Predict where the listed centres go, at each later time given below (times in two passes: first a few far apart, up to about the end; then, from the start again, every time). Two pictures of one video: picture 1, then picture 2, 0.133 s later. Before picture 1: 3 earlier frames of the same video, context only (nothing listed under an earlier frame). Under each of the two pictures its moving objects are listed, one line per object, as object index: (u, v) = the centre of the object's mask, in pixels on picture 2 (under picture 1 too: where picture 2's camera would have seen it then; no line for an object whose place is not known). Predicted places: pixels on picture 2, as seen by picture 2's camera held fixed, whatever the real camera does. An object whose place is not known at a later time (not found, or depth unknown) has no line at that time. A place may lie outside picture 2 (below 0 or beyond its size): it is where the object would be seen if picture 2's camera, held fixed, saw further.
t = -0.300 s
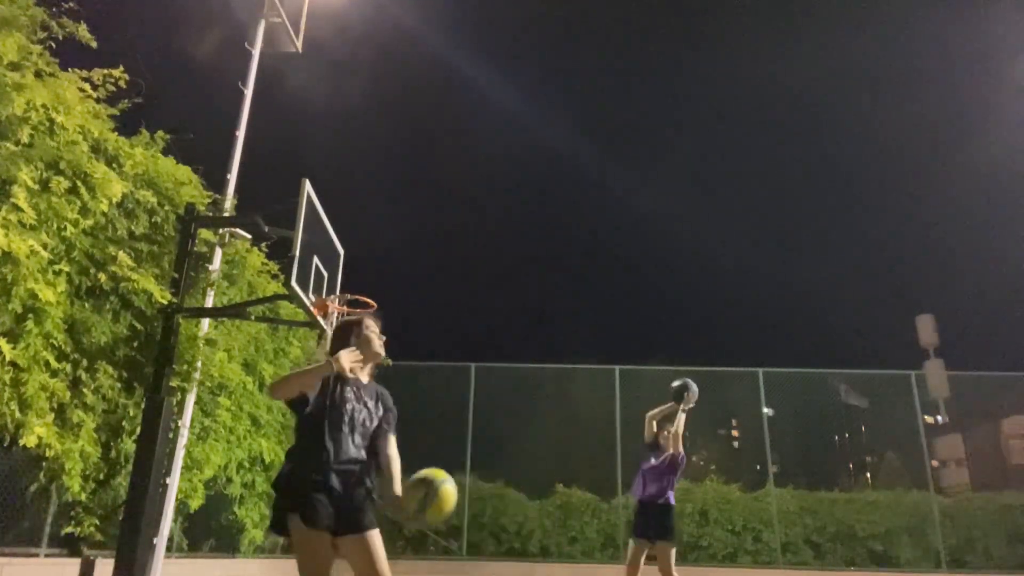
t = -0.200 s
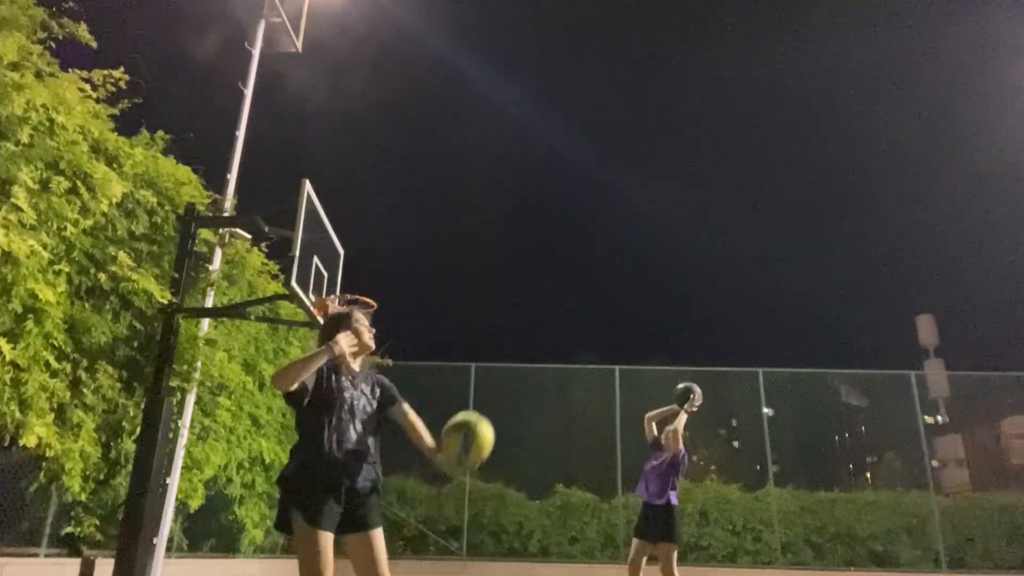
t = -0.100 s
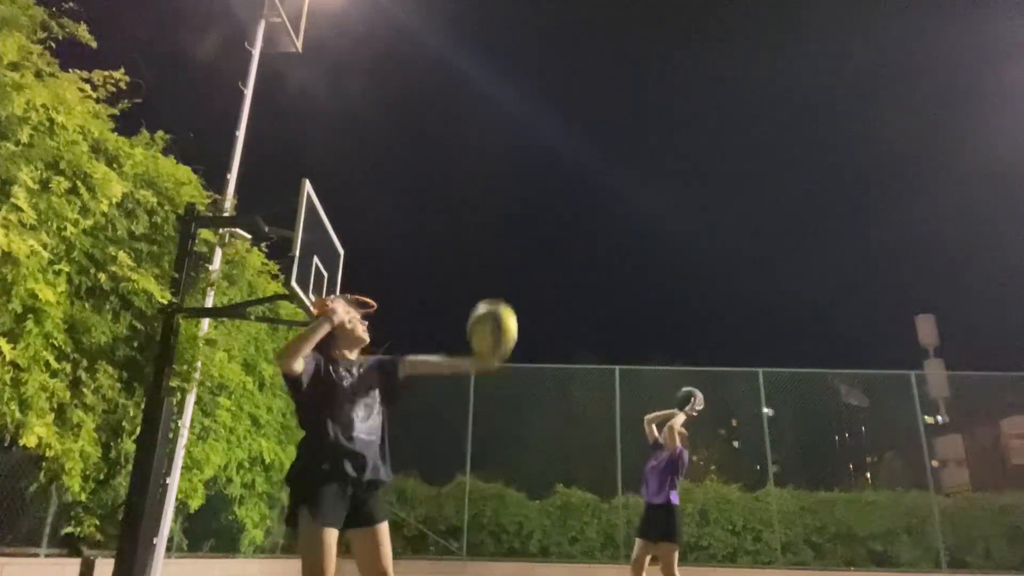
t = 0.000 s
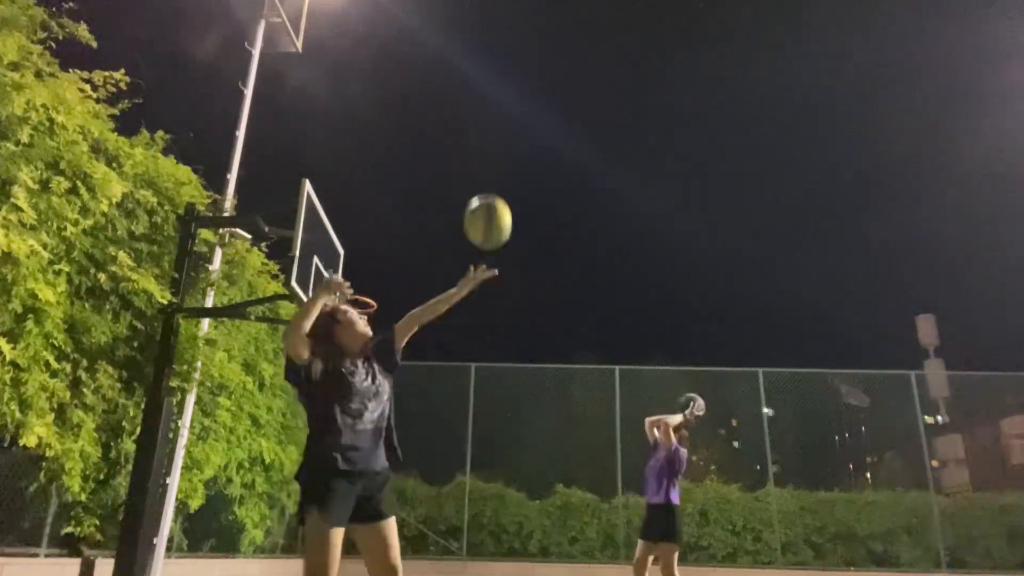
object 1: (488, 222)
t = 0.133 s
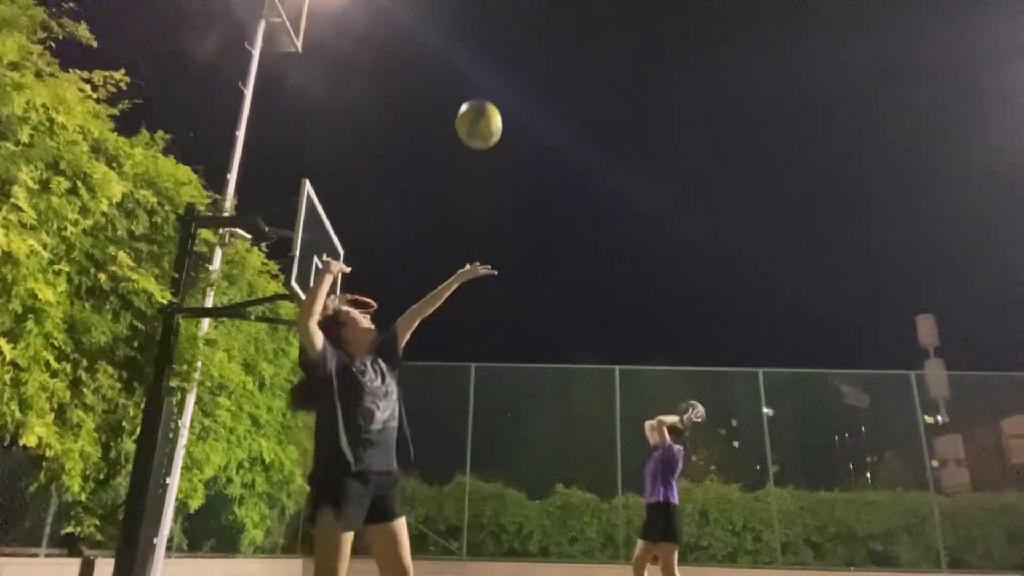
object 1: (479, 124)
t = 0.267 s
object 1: (469, 69)
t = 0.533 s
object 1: (448, 55)
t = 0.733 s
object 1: (428, 126)
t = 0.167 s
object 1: (477, 108)
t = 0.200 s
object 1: (474, 92)
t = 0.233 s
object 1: (472, 79)
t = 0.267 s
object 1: (469, 69)
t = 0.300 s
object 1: (467, 60)
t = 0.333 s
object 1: (464, 54)
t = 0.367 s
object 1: (462, 49)
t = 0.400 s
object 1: (459, 47)
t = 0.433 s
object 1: (456, 46)
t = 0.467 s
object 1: (454, 47)
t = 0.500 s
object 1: (451, 50)
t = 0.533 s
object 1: (448, 55)
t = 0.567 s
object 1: (445, 62)
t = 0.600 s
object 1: (442, 71)
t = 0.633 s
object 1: (439, 82)
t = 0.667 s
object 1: (436, 94)
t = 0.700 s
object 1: (433, 109)
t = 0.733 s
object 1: (428, 126)
